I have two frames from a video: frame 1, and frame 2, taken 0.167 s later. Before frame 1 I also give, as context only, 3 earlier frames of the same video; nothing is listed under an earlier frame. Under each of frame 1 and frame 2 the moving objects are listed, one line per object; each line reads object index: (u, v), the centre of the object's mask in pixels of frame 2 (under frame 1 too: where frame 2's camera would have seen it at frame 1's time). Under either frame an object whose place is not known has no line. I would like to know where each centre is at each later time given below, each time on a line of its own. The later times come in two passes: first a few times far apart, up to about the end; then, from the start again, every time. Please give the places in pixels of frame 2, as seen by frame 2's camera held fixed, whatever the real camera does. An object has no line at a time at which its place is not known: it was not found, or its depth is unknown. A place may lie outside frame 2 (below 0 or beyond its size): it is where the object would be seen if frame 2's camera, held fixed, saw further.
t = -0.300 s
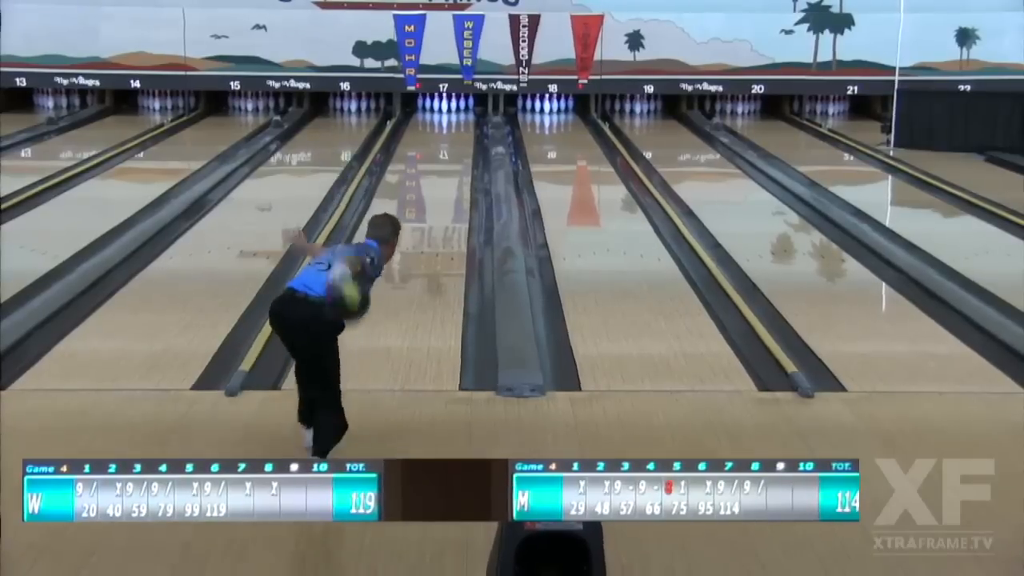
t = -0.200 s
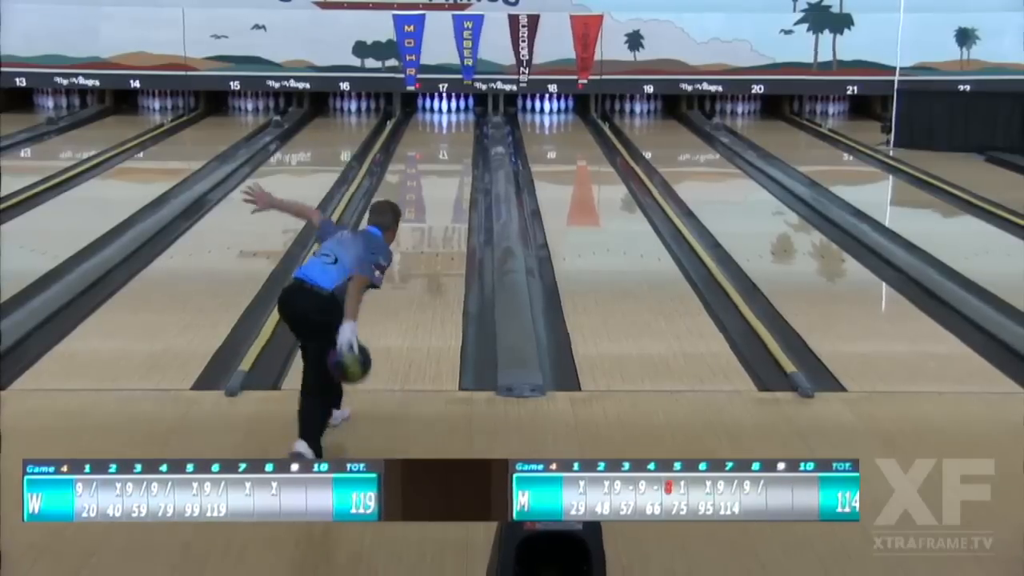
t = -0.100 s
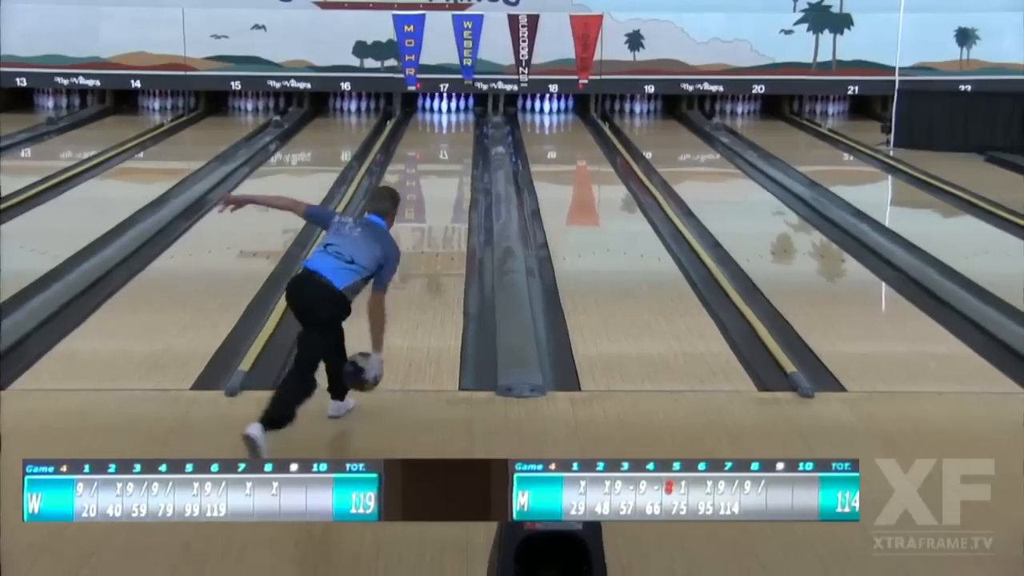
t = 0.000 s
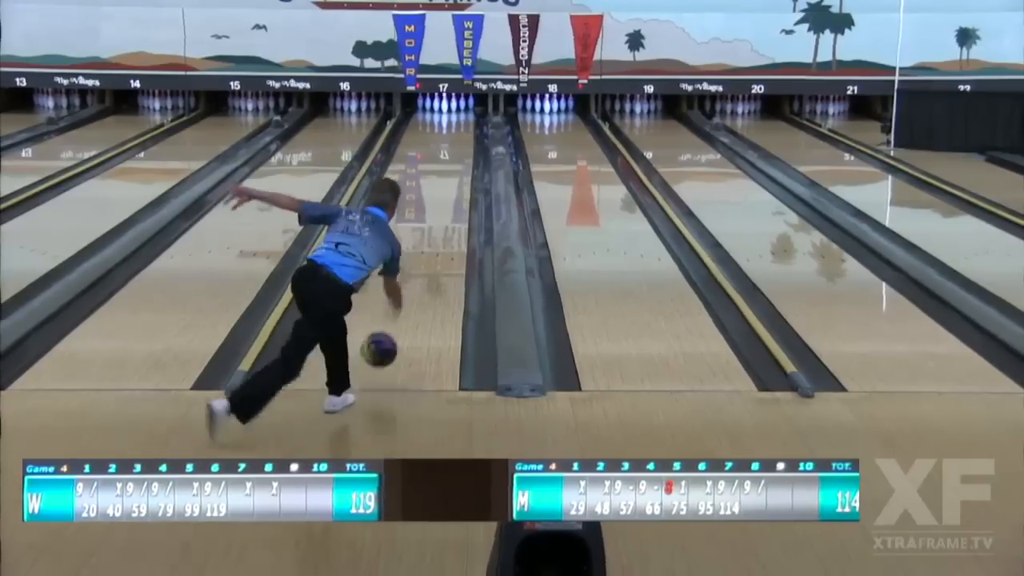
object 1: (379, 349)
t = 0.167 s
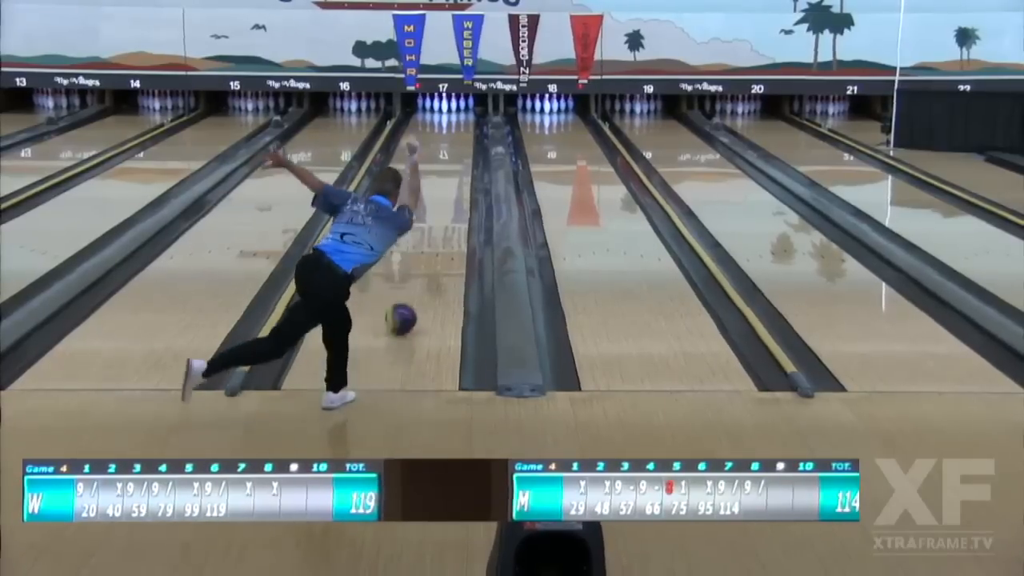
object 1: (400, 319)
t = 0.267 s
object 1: (411, 295)
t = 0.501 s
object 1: (430, 251)
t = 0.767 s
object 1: (443, 212)
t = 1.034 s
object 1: (454, 184)
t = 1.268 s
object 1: (461, 164)
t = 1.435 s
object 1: (464, 153)
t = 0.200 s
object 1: (404, 311)
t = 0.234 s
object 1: (407, 303)
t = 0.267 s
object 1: (411, 295)
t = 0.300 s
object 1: (413, 288)
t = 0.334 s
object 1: (416, 281)
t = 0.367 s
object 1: (419, 275)
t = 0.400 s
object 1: (422, 268)
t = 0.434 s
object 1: (424, 262)
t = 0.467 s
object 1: (427, 256)
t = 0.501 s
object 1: (430, 251)
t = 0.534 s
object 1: (431, 245)
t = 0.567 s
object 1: (433, 240)
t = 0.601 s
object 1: (435, 235)
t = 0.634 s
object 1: (438, 233)
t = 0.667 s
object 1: (442, 232)
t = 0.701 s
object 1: (440, 213)
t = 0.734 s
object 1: (442, 213)
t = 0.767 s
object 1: (443, 212)
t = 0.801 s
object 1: (445, 208)
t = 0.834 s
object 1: (447, 205)
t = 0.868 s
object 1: (448, 201)
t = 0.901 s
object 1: (449, 197)
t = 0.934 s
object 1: (451, 194)
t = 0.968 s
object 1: (452, 190)
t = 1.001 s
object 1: (453, 187)
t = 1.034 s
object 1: (454, 184)
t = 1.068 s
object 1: (455, 181)
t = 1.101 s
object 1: (457, 178)
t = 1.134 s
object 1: (458, 175)
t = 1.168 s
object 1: (458, 172)
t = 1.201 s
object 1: (459, 169)
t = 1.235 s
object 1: (460, 167)
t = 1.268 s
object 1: (461, 164)
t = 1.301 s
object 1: (462, 161)
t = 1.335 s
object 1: (462, 159)
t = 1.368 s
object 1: (463, 157)
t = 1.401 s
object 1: (464, 154)
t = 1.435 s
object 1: (464, 153)
